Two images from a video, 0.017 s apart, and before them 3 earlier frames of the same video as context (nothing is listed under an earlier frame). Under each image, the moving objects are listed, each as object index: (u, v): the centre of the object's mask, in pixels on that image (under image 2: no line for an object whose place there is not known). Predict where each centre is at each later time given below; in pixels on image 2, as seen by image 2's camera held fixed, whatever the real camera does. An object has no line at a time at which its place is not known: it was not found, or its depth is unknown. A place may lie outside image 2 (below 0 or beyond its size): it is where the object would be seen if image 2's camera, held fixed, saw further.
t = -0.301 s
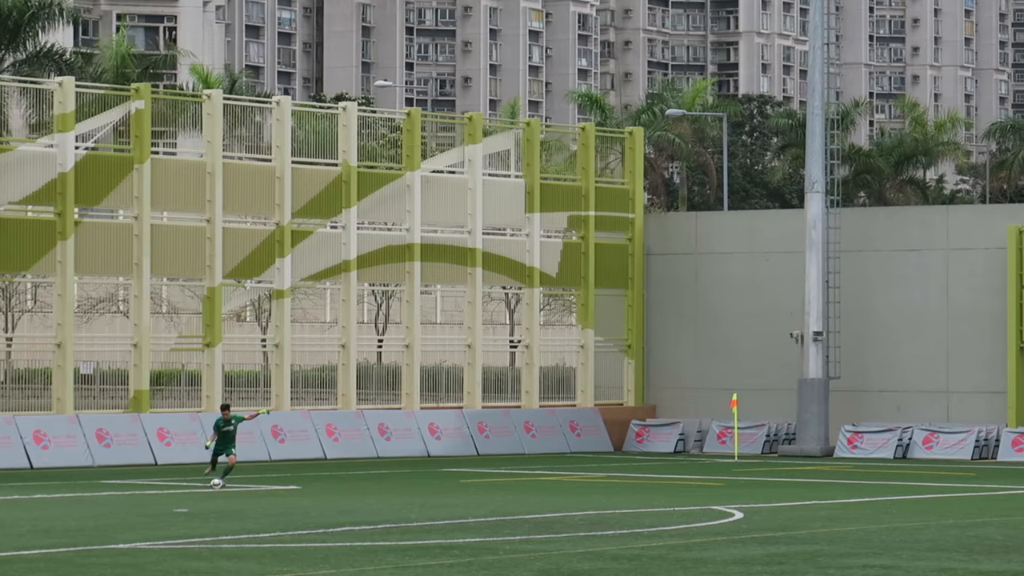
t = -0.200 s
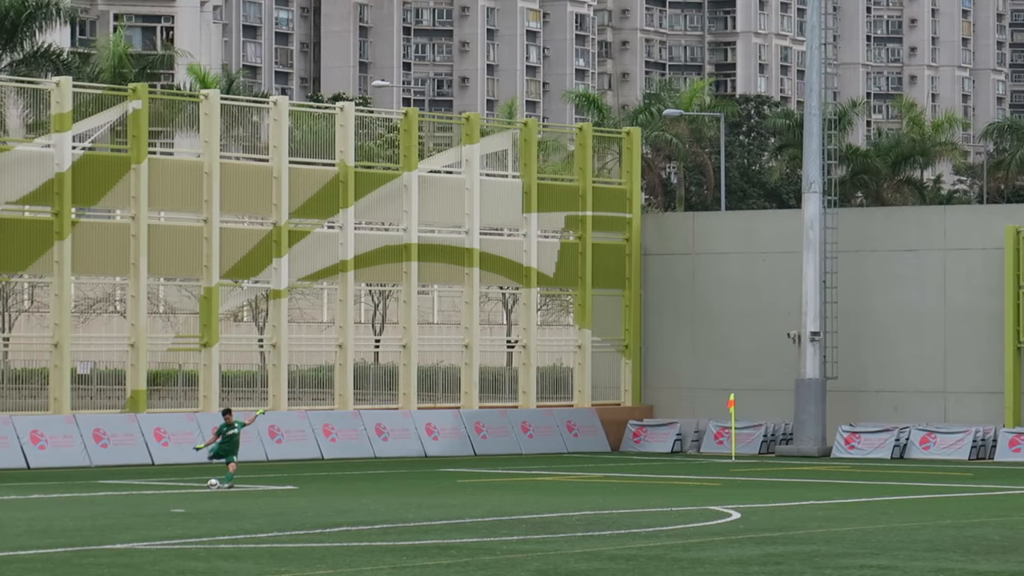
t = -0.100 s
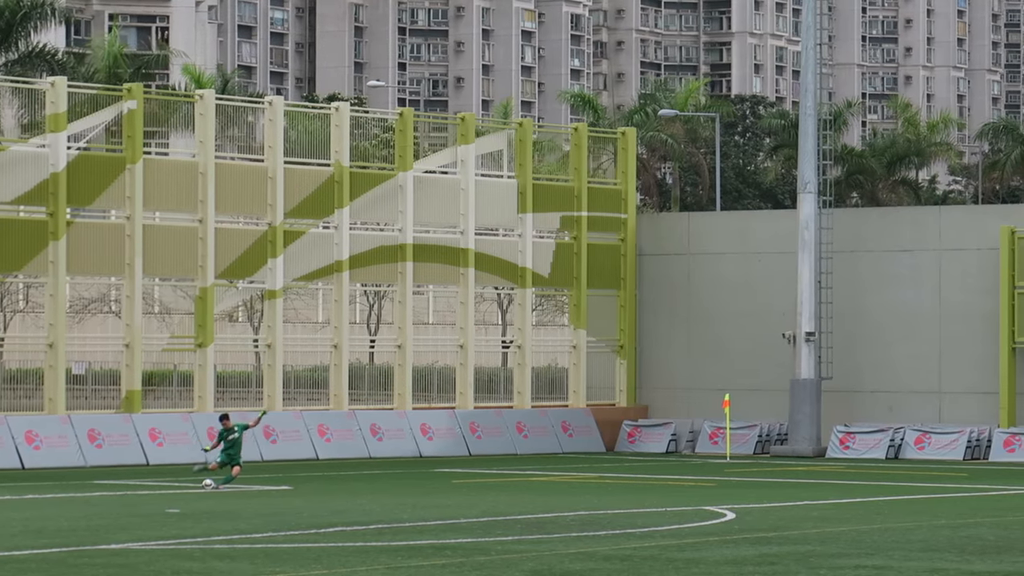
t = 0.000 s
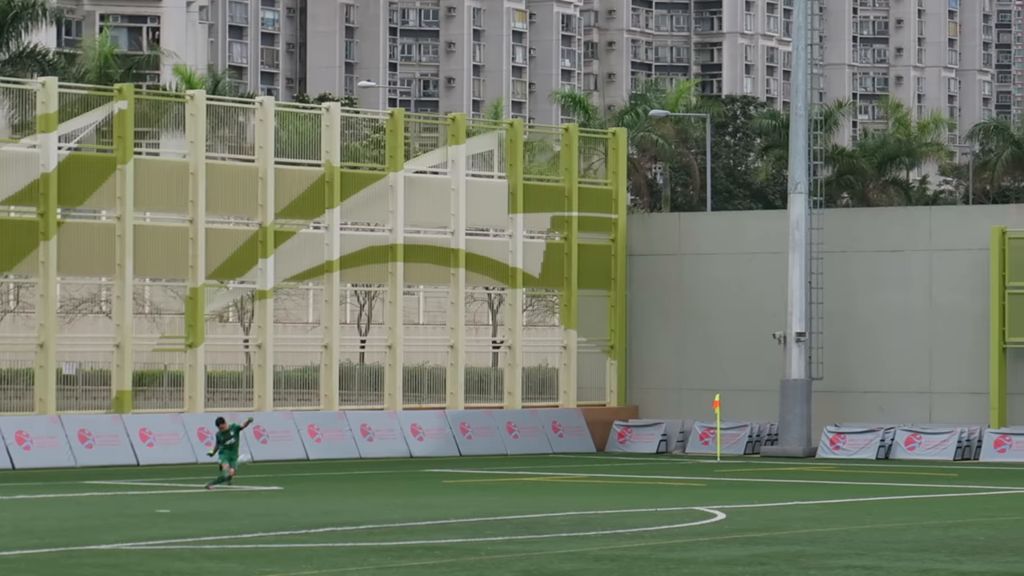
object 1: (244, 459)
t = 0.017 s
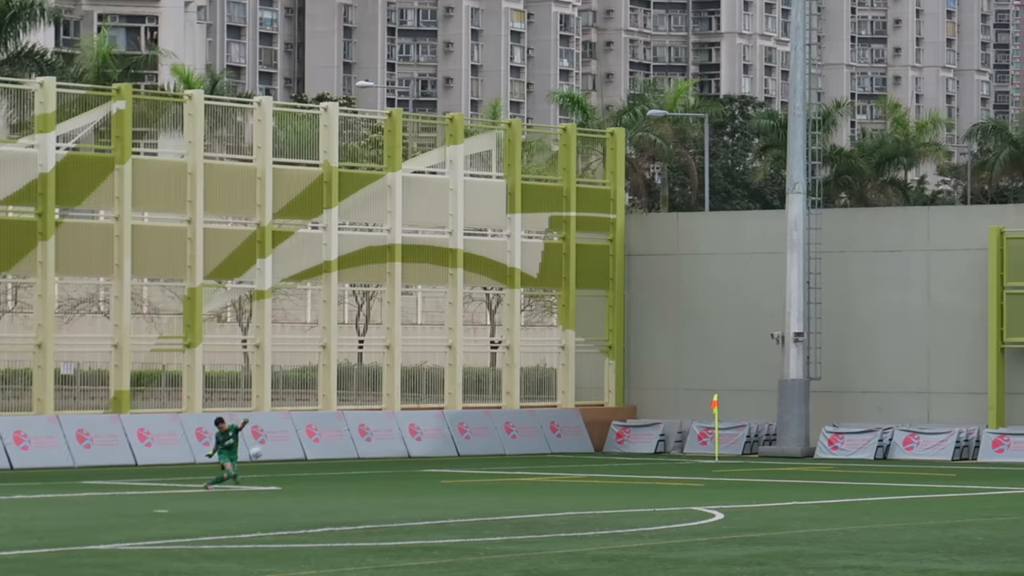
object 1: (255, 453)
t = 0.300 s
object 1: (501, 329)
